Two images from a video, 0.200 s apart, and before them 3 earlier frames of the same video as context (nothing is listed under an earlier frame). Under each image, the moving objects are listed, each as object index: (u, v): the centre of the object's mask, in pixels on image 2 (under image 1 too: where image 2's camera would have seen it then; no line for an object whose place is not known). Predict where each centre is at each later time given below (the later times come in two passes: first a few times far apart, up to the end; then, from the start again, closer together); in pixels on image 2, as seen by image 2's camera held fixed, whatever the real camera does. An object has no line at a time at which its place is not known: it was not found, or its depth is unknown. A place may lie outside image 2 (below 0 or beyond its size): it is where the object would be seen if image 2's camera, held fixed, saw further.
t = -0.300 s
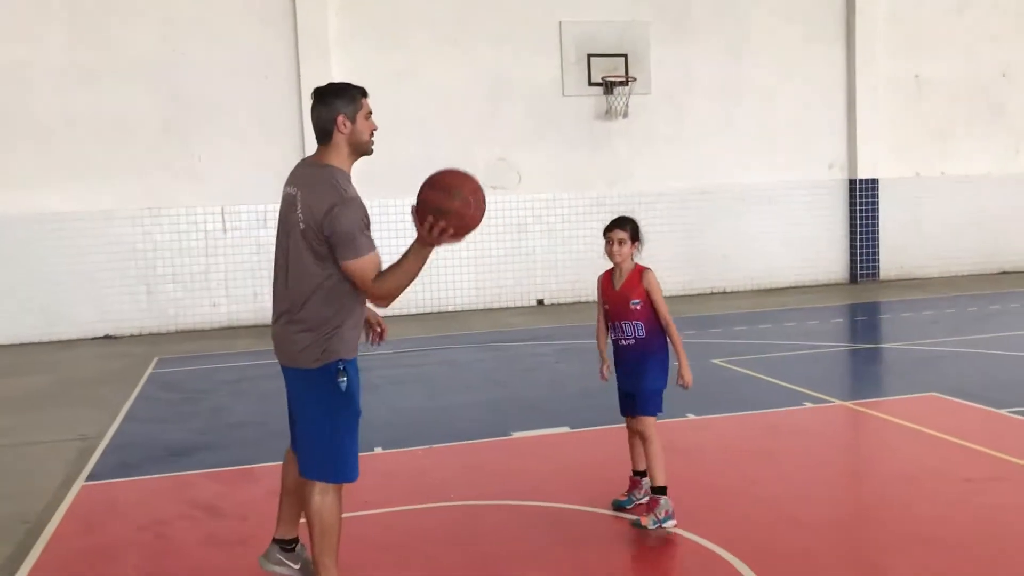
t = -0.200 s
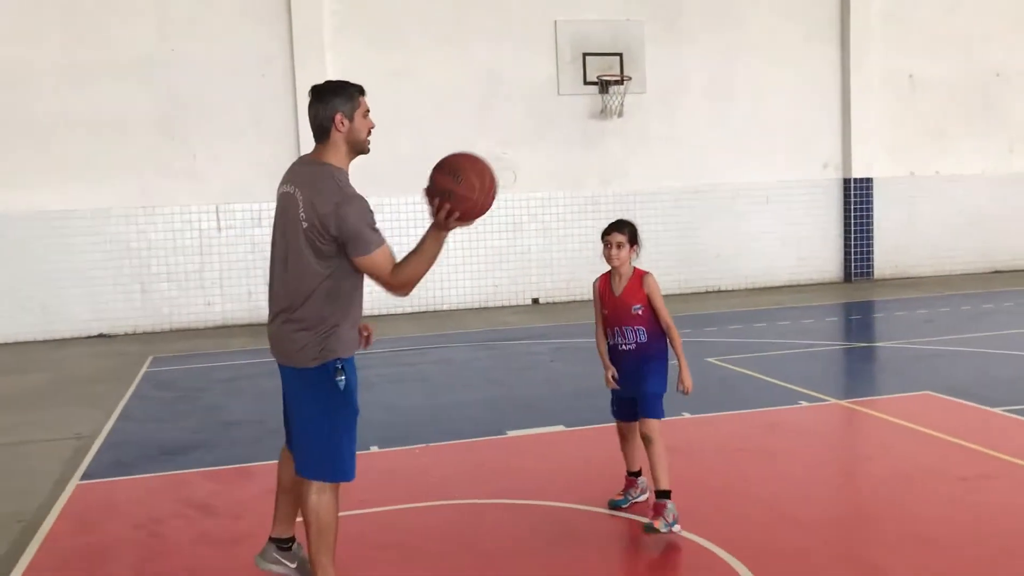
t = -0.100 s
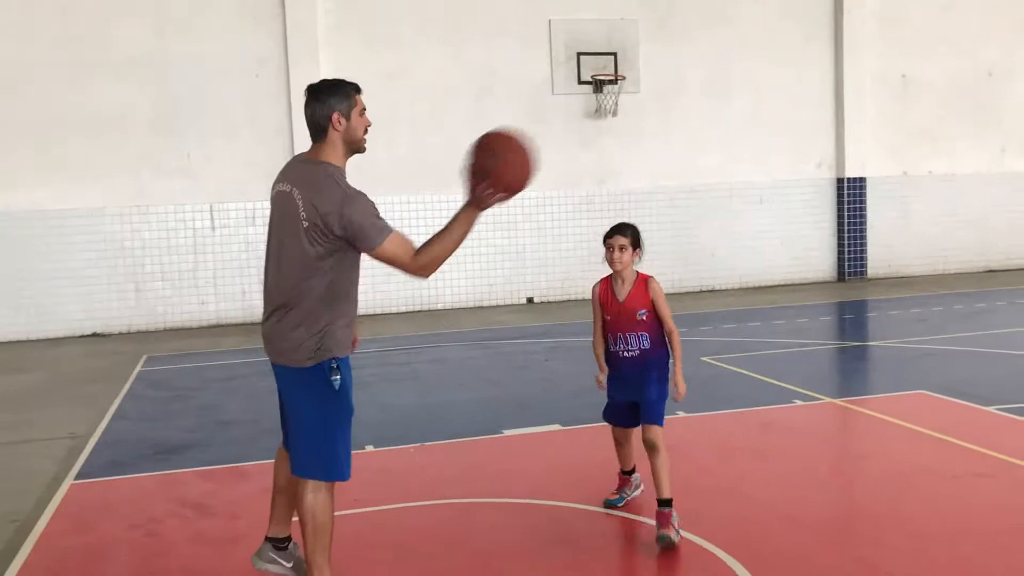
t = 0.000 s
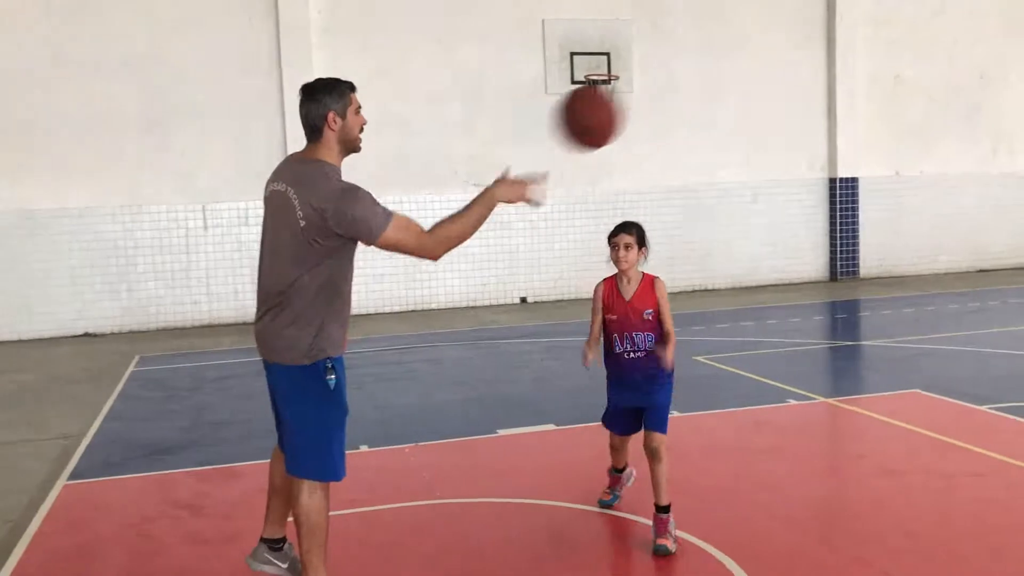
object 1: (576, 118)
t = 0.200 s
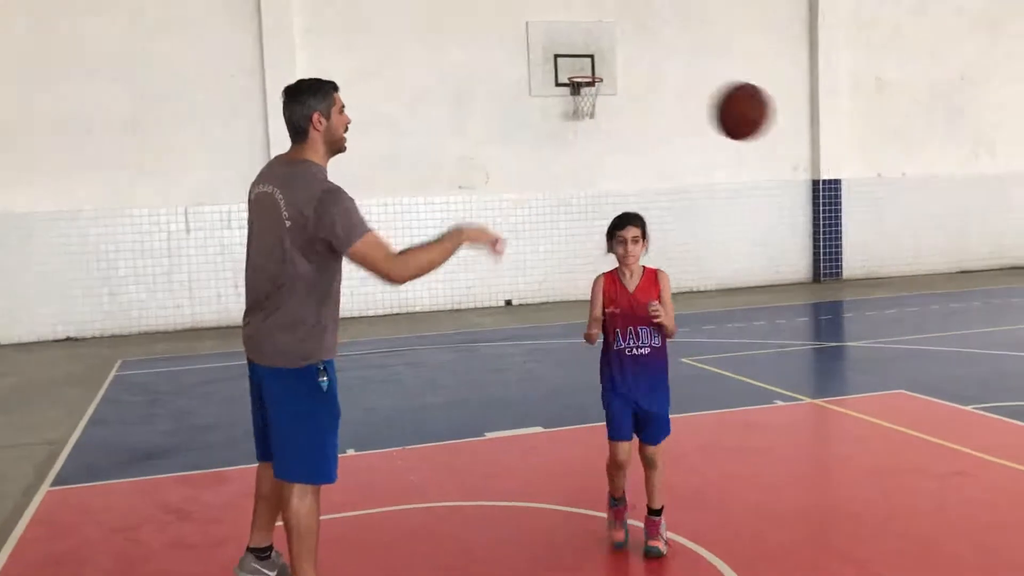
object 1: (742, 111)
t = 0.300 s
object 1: (810, 142)
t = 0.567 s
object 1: (956, 298)
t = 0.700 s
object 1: (1010, 411)
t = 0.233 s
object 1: (765, 118)
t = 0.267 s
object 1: (787, 129)
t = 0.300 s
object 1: (810, 142)
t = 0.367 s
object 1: (852, 171)
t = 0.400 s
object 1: (872, 190)
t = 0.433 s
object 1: (890, 209)
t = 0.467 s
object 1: (907, 229)
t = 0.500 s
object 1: (925, 252)
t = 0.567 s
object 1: (956, 298)
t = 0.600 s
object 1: (972, 326)
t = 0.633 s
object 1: (985, 354)
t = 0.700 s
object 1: (1010, 411)
